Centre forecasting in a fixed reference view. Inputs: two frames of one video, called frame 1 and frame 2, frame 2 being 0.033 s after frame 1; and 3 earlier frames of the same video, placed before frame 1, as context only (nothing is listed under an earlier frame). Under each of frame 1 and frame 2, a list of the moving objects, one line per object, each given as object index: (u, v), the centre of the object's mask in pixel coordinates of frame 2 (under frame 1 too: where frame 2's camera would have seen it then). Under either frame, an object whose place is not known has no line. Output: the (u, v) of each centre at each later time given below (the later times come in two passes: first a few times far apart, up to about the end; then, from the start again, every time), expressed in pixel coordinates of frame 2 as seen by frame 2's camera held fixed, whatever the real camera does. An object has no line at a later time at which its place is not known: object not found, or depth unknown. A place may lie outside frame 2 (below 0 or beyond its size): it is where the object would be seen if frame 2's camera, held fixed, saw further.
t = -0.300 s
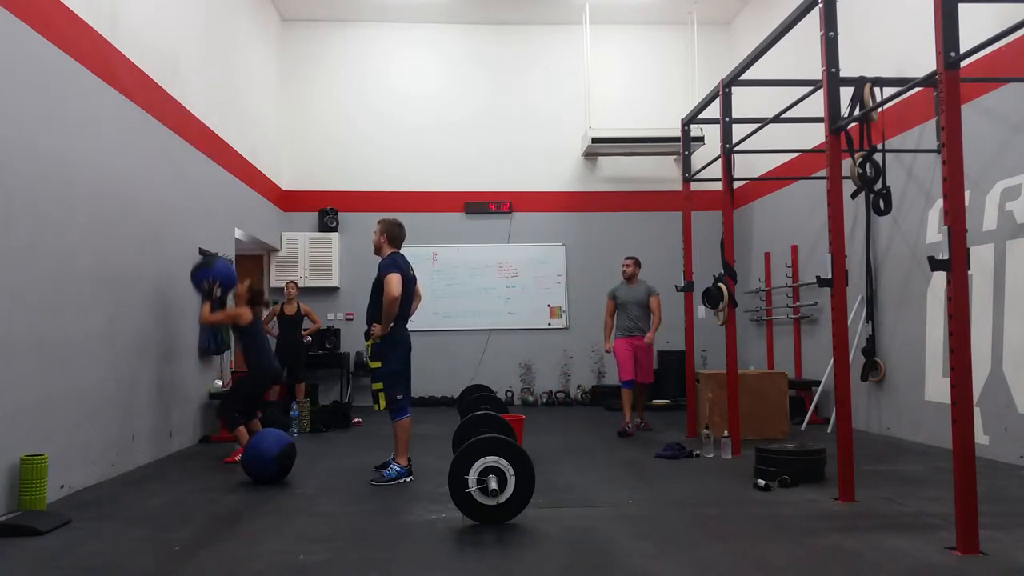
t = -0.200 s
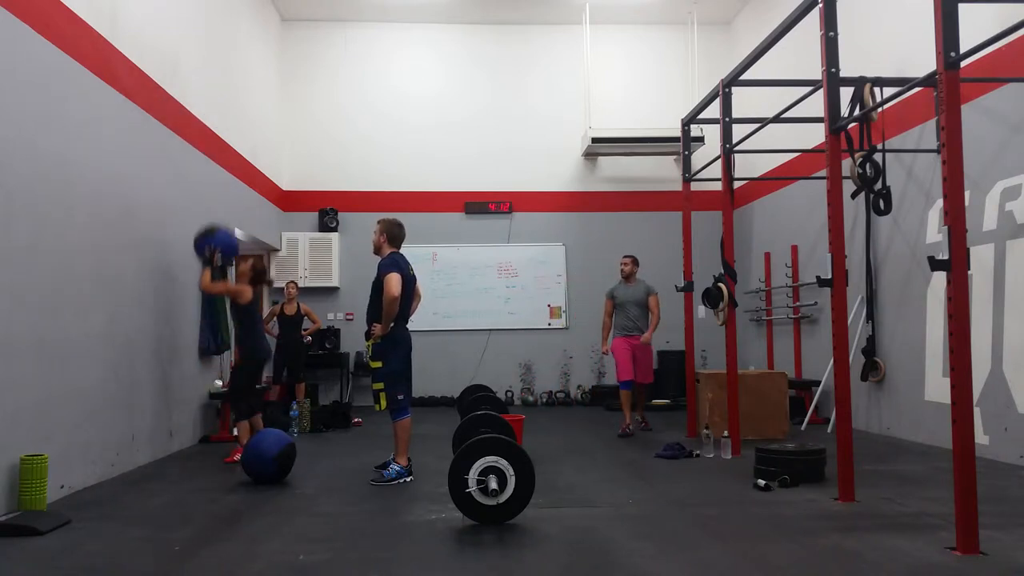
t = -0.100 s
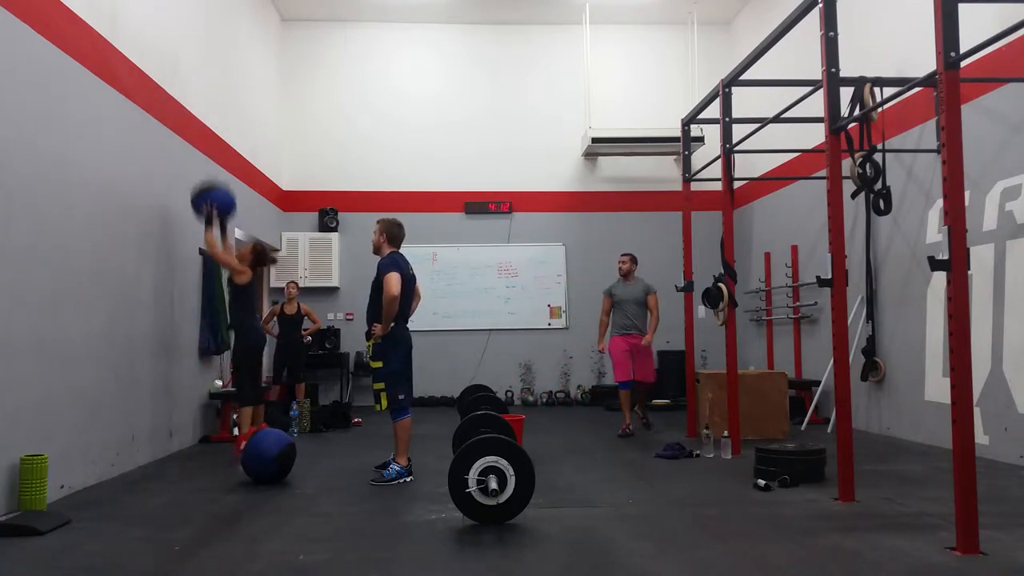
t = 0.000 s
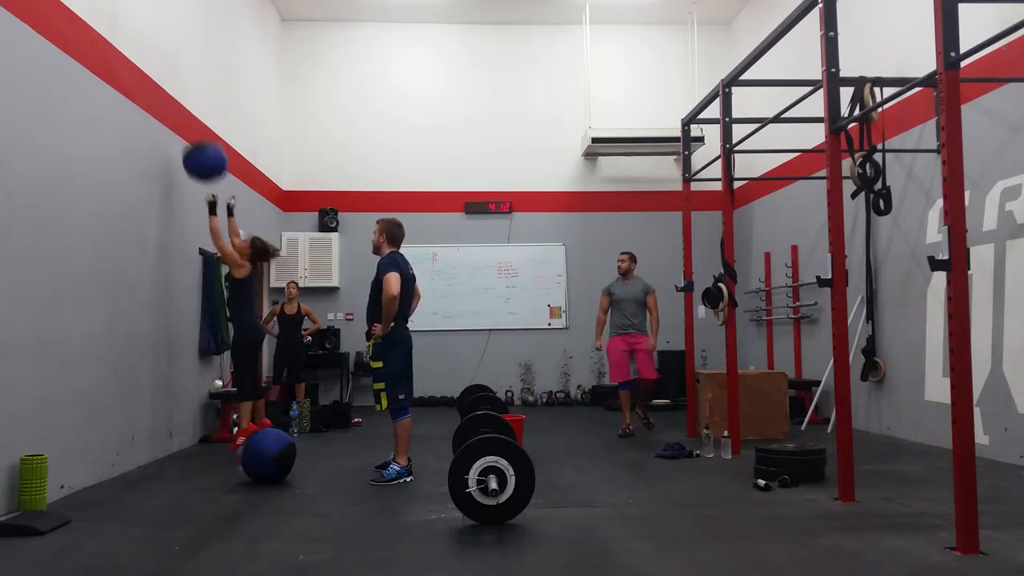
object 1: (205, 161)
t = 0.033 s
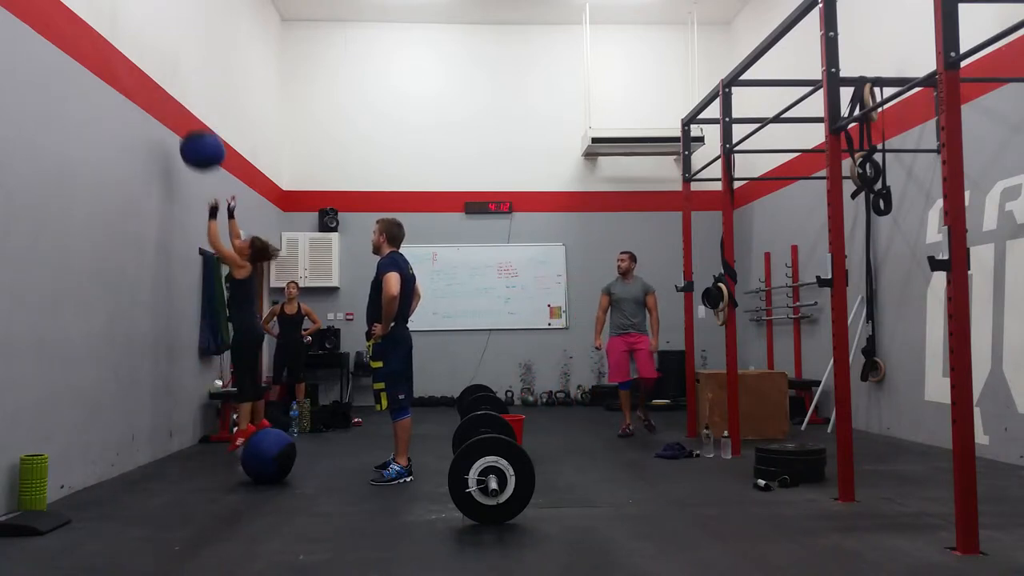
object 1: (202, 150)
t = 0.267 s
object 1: (185, 108)
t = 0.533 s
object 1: (202, 139)
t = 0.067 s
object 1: (199, 140)
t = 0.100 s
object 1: (196, 131)
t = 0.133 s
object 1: (193, 123)
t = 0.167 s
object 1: (191, 117)
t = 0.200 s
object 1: (188, 113)
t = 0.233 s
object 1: (185, 109)
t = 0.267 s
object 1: (185, 108)
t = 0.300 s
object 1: (187, 107)
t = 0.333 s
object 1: (189, 108)
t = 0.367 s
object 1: (192, 110)
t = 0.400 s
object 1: (194, 113)
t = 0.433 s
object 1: (196, 118)
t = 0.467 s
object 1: (198, 124)
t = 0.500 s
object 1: (200, 131)
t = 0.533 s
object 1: (202, 139)
